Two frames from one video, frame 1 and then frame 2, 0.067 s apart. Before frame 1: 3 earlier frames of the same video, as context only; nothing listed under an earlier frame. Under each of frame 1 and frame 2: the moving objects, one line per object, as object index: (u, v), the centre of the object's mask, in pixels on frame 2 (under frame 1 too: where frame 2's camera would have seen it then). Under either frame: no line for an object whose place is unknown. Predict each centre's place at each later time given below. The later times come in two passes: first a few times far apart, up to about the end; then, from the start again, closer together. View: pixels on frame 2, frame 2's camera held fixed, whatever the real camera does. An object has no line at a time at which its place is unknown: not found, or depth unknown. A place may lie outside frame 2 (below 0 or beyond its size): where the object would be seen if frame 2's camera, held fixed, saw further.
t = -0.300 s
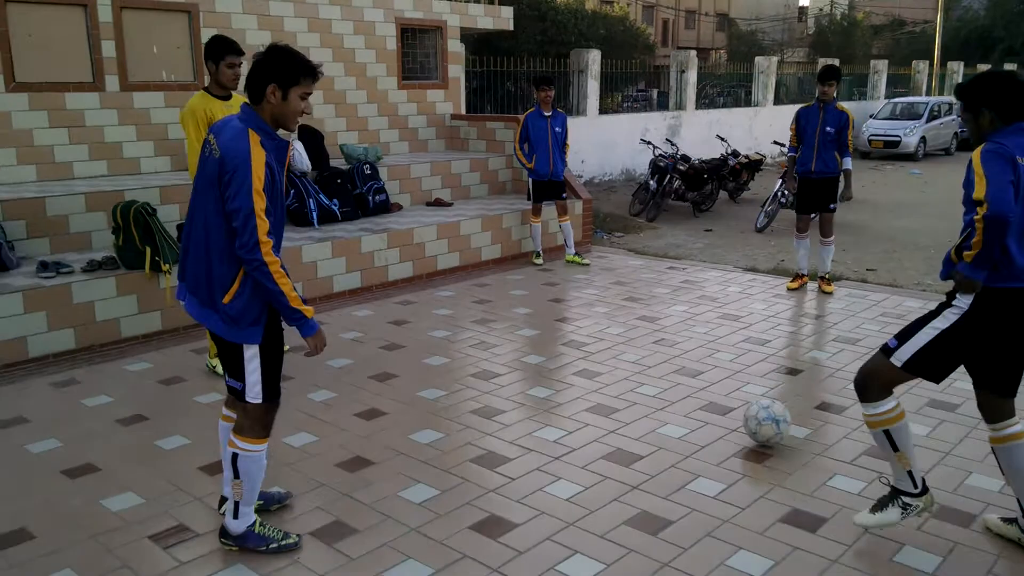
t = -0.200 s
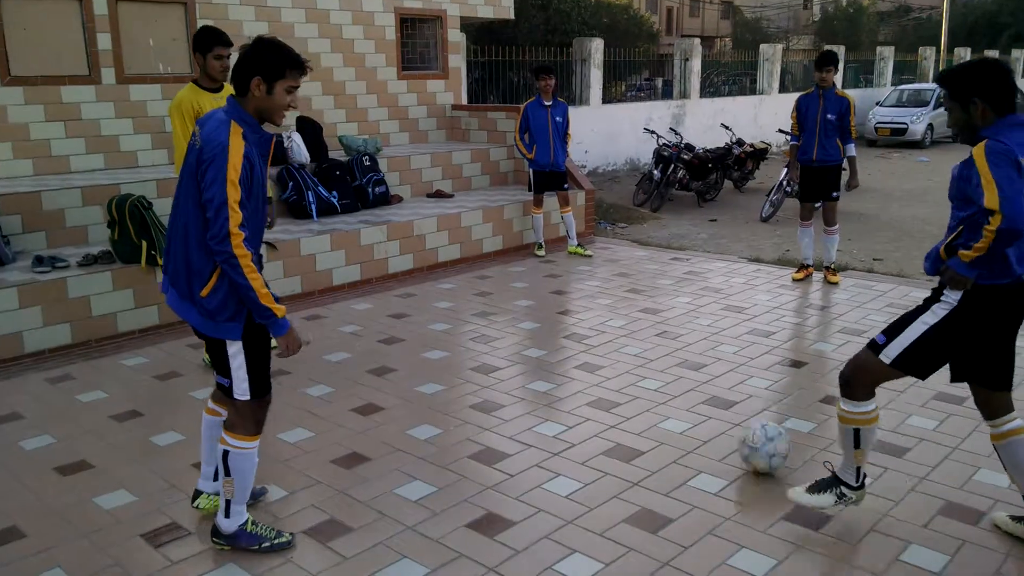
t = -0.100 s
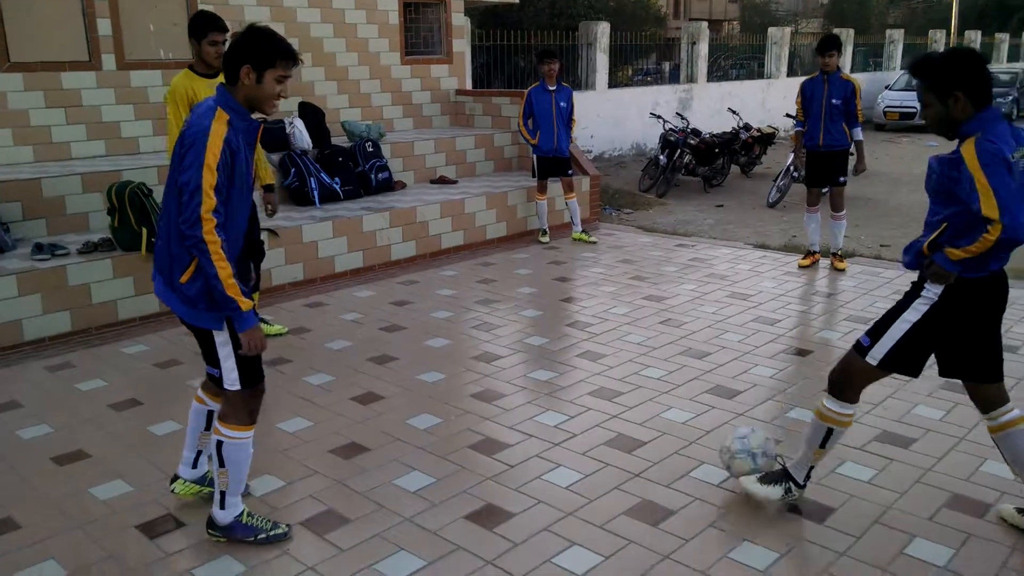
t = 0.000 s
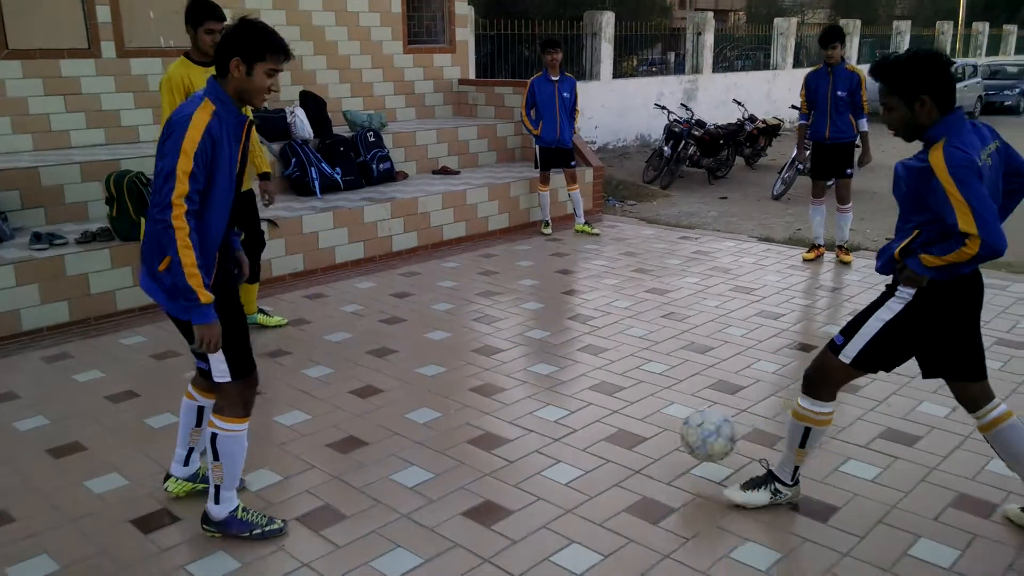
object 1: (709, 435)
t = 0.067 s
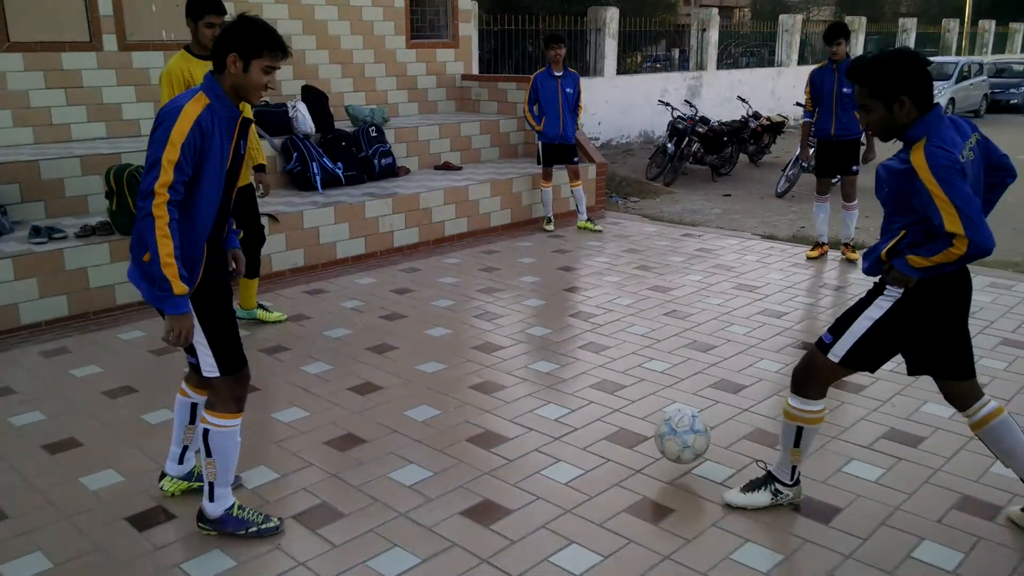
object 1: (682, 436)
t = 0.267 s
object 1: (611, 439)
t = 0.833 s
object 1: (423, 467)
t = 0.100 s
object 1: (668, 442)
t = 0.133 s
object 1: (656, 444)
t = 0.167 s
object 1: (645, 439)
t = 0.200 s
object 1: (634, 437)
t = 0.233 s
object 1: (622, 437)
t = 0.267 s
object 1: (611, 439)
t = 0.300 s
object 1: (600, 444)
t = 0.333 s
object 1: (589, 452)
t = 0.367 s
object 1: (579, 448)
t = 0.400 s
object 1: (568, 445)
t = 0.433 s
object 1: (557, 444)
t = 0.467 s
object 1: (546, 446)
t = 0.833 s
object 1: (423, 467)
